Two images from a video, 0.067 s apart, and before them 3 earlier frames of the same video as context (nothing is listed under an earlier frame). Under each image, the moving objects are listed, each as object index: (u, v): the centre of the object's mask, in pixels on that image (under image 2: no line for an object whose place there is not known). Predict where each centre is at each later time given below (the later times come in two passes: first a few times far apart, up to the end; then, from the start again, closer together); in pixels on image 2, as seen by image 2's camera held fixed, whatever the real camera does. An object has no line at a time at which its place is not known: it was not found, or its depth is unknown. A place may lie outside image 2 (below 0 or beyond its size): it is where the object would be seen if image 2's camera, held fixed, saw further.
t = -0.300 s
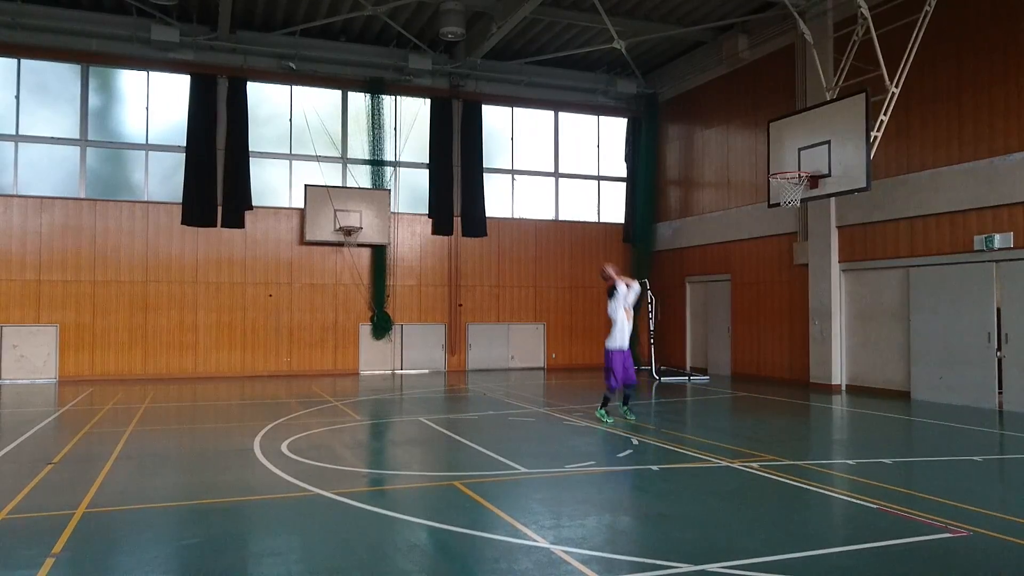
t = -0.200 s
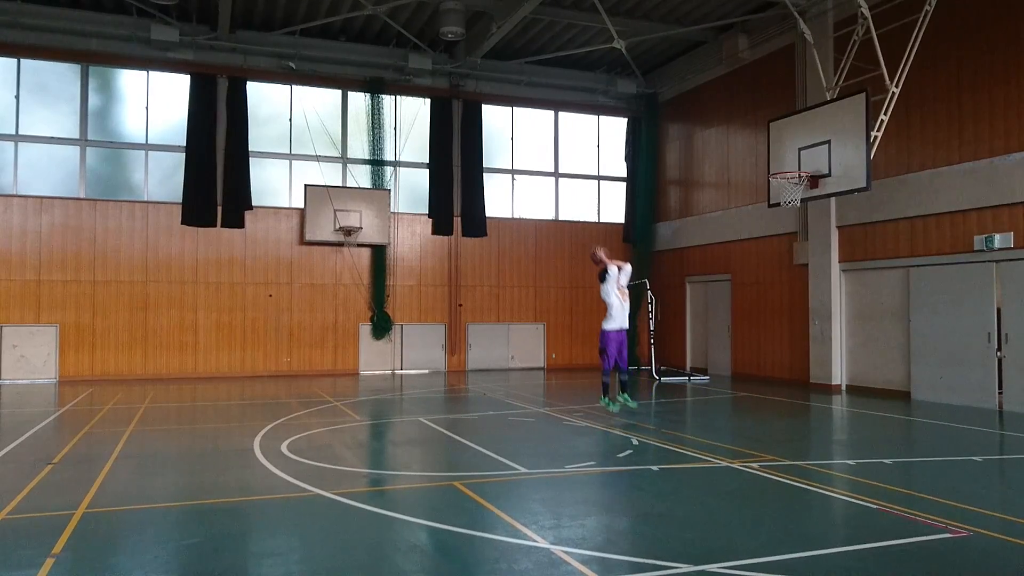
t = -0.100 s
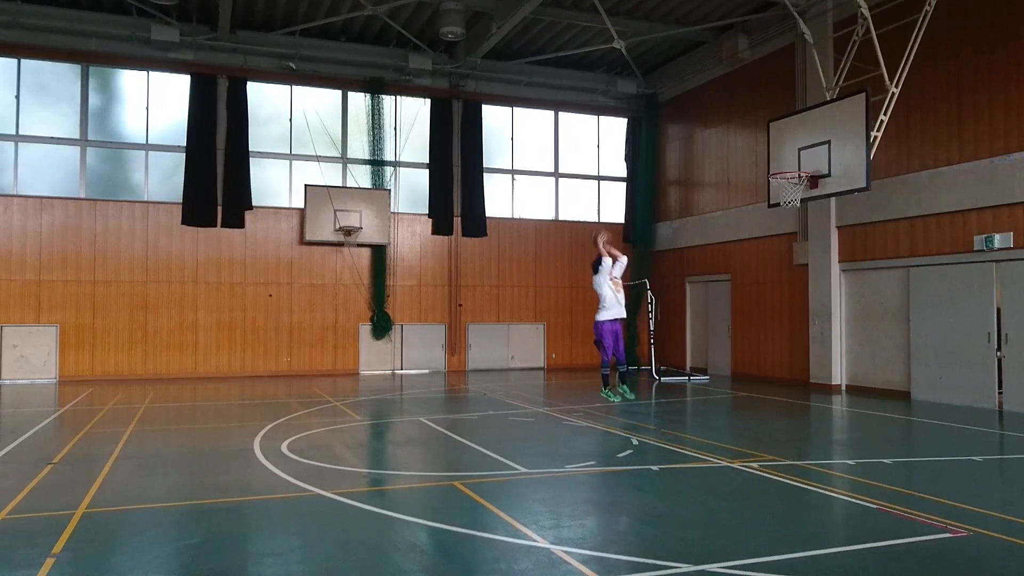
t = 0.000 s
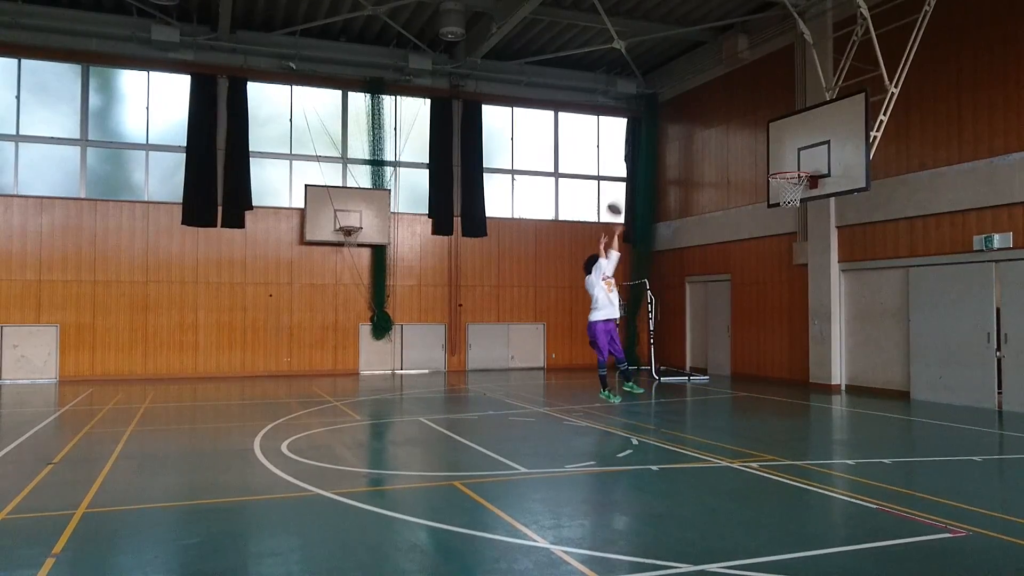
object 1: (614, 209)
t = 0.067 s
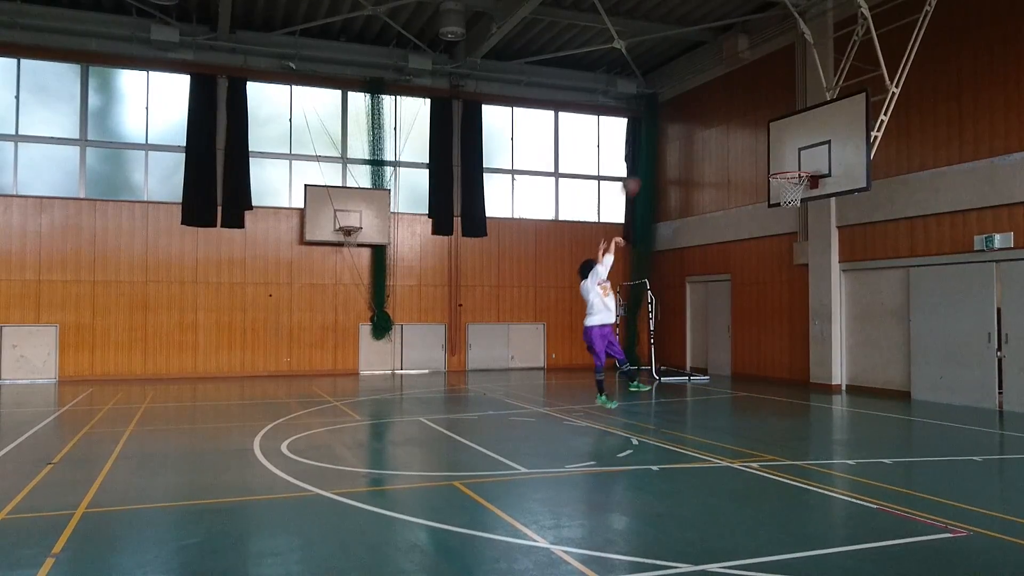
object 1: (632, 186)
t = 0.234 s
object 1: (666, 147)
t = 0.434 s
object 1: (711, 128)
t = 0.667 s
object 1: (762, 143)
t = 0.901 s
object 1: (796, 198)
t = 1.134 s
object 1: (788, 266)
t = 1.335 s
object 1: (781, 355)
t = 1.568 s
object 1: (760, 358)
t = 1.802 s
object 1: (731, 298)
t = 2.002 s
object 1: (707, 280)
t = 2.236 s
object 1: (681, 295)
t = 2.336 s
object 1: (670, 313)
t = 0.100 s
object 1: (638, 176)
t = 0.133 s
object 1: (645, 168)
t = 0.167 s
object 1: (652, 160)
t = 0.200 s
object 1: (659, 153)
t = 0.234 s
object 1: (666, 147)
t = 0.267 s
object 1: (674, 141)
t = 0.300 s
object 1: (682, 136)
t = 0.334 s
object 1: (690, 132)
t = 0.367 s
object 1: (697, 130)
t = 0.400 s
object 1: (704, 129)
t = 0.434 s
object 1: (711, 128)
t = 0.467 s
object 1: (719, 127)
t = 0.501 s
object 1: (726, 128)
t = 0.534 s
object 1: (734, 130)
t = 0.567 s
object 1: (741, 132)
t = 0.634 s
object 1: (754, 139)
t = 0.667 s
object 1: (762, 143)
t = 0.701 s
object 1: (769, 149)
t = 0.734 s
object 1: (778, 156)
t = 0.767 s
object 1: (783, 162)
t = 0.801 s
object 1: (791, 167)
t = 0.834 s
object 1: (799, 180)
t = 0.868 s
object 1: (798, 184)
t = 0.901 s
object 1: (796, 198)
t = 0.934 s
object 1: (796, 202)
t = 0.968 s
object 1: (795, 212)
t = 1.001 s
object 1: (793, 220)
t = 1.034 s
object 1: (792, 231)
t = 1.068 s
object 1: (790, 242)
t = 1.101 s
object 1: (790, 253)
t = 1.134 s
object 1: (788, 266)
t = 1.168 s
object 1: (787, 279)
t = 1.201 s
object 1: (786, 294)
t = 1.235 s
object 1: (785, 307)
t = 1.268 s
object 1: (785, 323)
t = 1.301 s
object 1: (783, 337)
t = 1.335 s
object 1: (781, 355)
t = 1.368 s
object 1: (781, 373)
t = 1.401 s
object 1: (780, 390)
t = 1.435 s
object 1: (777, 408)
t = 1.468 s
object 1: (773, 397)
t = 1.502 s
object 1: (770, 382)
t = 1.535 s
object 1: (764, 369)
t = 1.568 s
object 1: (760, 358)
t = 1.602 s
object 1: (756, 347)
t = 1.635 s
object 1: (752, 336)
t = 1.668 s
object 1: (747, 326)
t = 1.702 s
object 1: (743, 317)
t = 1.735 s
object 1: (739, 309)
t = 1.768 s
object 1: (734, 304)
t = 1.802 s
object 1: (731, 298)
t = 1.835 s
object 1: (726, 293)
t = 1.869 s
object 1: (722, 289)
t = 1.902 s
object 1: (718, 286)
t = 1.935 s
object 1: (715, 283)
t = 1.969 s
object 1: (710, 281)
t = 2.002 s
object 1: (707, 280)
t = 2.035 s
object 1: (703, 280)
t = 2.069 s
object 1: (699, 281)
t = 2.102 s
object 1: (695, 282)
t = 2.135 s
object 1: (692, 284)
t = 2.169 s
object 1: (689, 286)
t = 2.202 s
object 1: (684, 290)
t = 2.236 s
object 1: (681, 295)
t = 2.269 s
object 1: (678, 299)
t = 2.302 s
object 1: (674, 306)
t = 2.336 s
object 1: (670, 313)
